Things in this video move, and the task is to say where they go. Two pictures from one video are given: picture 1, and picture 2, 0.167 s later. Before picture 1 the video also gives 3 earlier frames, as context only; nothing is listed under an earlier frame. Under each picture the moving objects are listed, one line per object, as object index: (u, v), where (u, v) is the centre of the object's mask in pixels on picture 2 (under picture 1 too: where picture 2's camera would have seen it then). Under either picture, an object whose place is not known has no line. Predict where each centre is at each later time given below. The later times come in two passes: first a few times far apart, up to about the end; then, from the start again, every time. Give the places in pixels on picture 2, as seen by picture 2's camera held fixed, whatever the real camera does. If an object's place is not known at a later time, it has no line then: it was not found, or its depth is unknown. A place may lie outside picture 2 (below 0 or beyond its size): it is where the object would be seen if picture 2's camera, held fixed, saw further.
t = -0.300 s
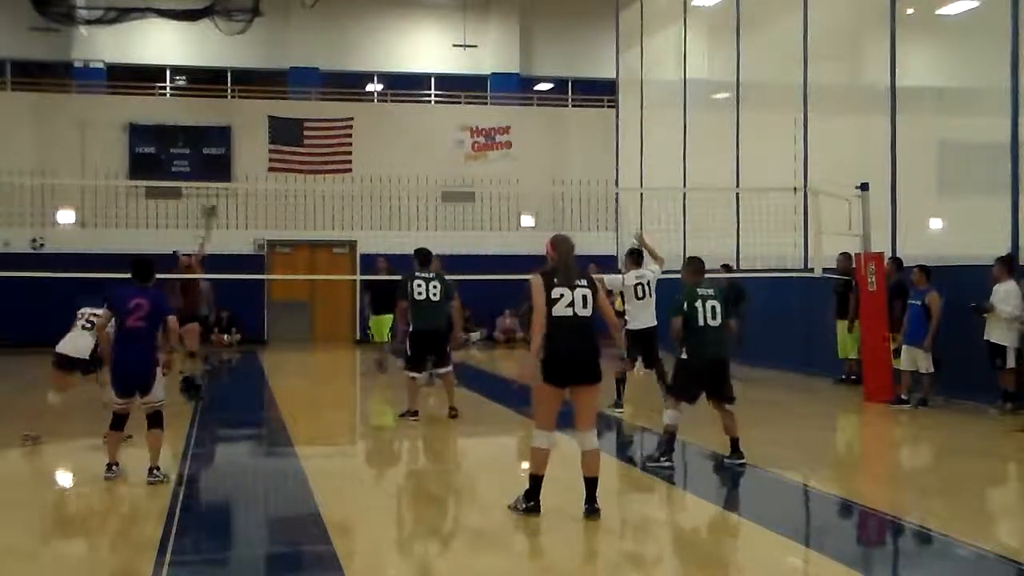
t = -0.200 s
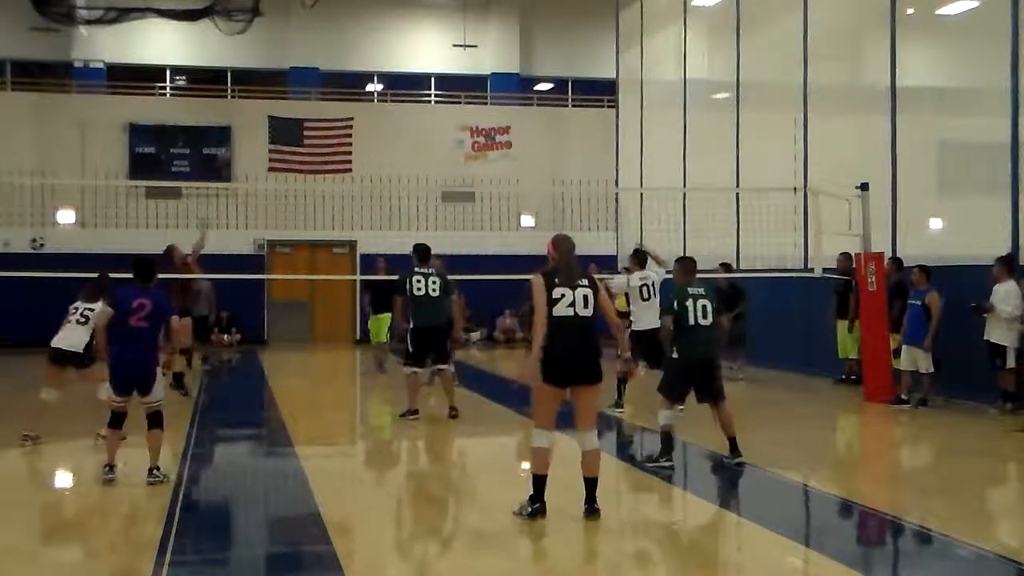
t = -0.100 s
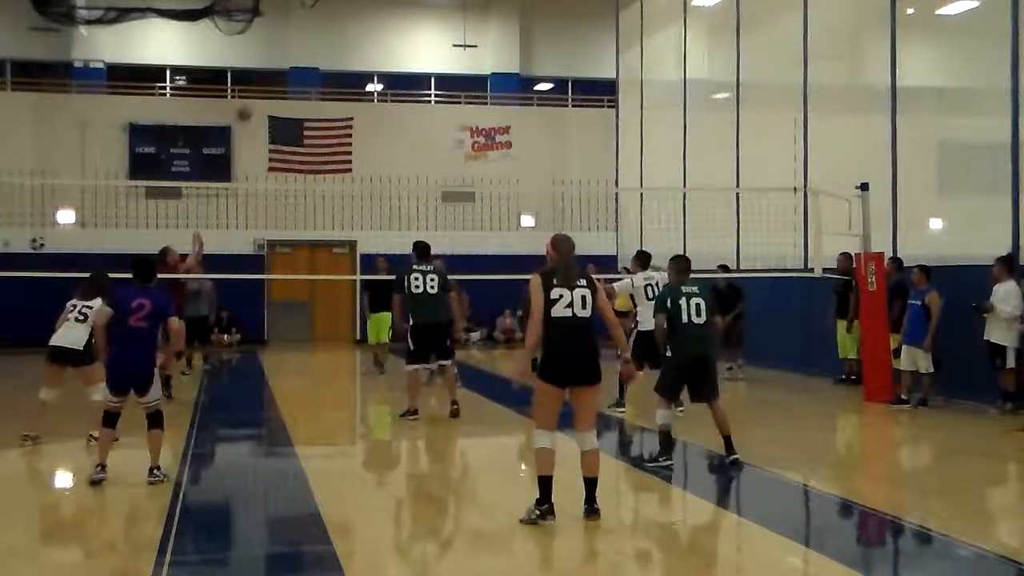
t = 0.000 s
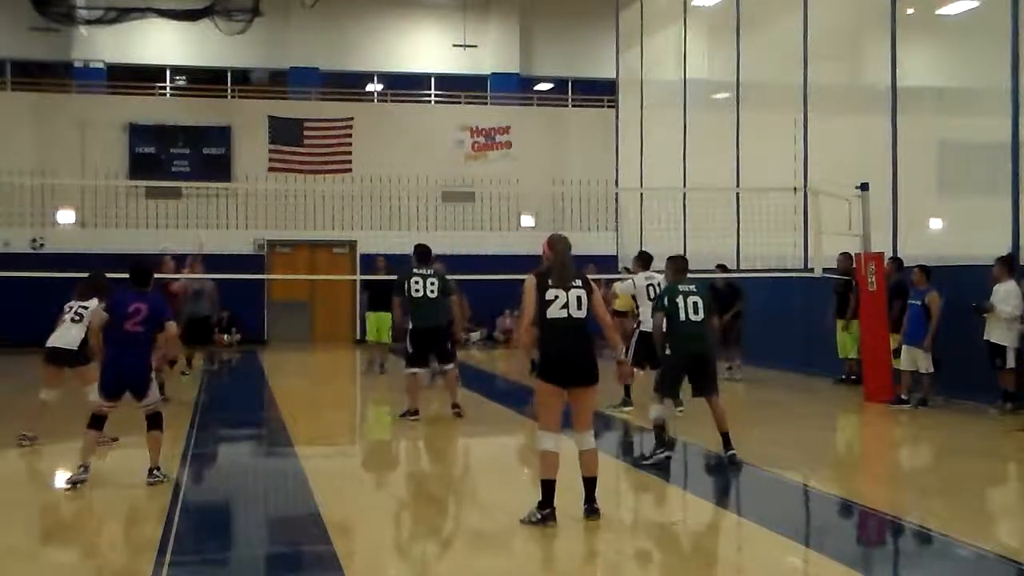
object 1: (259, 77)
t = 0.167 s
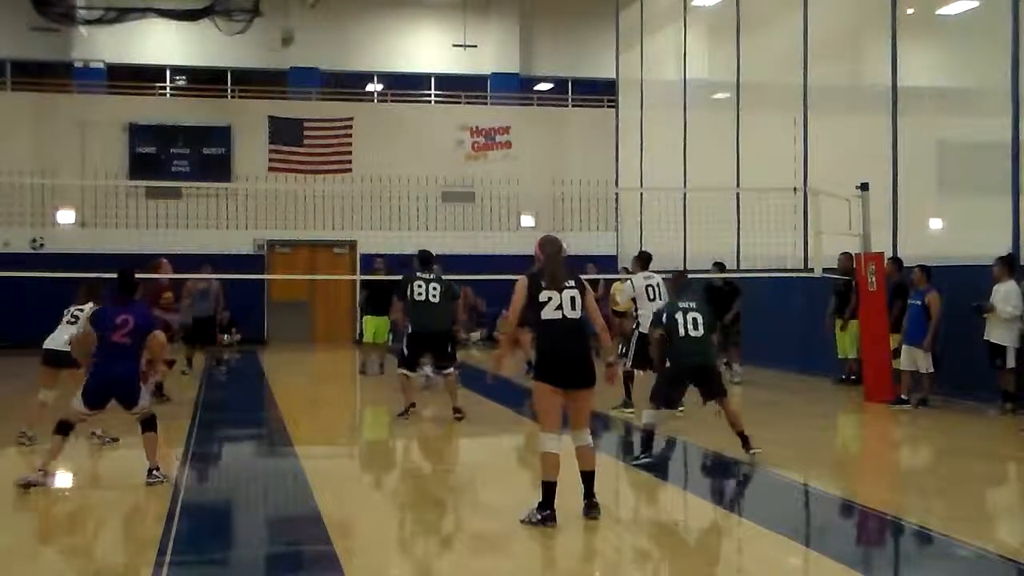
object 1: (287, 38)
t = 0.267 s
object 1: (301, 24)
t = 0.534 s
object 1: (342, 31)
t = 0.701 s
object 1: (369, 62)
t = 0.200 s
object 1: (291, 33)
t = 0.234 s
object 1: (297, 27)
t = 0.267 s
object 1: (301, 24)
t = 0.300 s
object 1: (307, 22)
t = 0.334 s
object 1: (313, 21)
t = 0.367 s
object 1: (315, 21)
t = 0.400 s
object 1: (323, 21)
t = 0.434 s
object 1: (328, 22)
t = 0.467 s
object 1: (331, 24)
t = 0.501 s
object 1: (336, 25)
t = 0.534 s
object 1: (342, 31)
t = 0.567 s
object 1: (348, 35)
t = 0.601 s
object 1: (353, 41)
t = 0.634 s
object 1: (358, 47)
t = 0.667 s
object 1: (363, 54)
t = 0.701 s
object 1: (369, 62)
